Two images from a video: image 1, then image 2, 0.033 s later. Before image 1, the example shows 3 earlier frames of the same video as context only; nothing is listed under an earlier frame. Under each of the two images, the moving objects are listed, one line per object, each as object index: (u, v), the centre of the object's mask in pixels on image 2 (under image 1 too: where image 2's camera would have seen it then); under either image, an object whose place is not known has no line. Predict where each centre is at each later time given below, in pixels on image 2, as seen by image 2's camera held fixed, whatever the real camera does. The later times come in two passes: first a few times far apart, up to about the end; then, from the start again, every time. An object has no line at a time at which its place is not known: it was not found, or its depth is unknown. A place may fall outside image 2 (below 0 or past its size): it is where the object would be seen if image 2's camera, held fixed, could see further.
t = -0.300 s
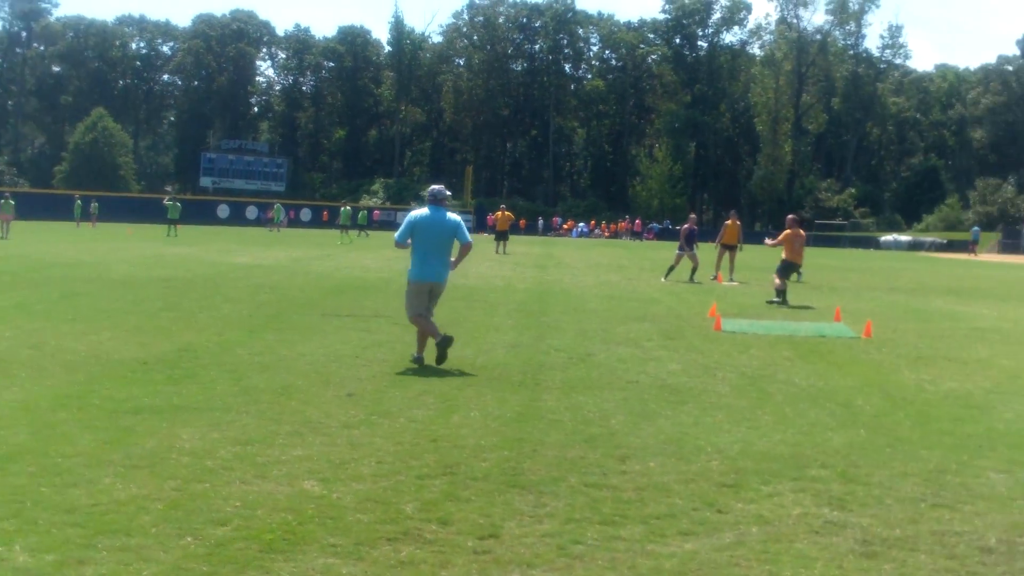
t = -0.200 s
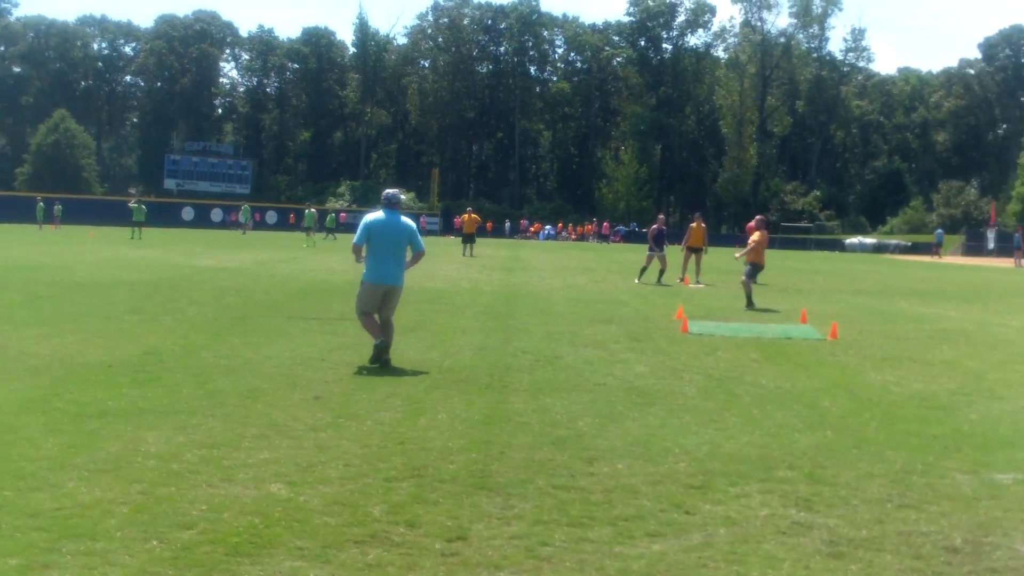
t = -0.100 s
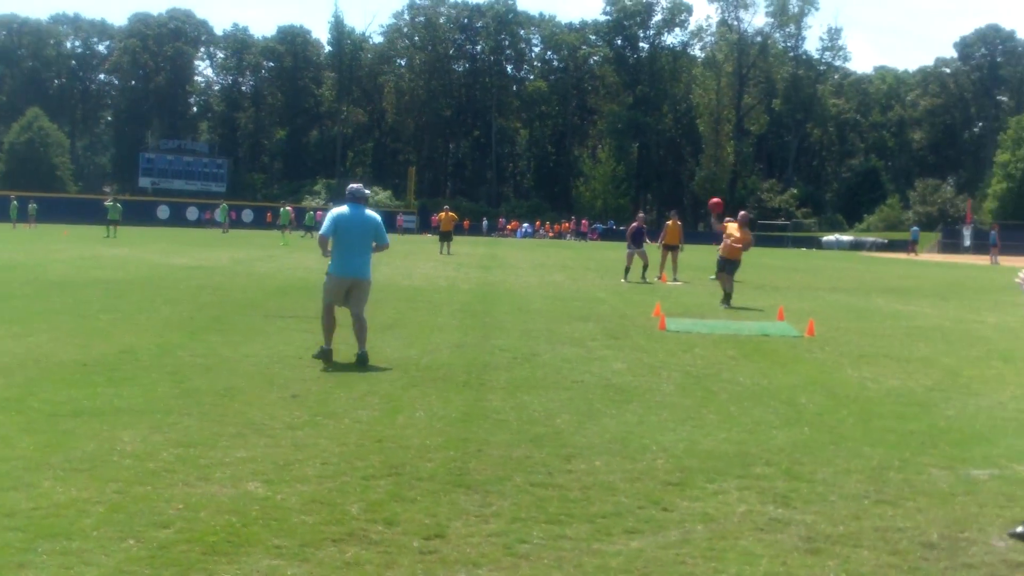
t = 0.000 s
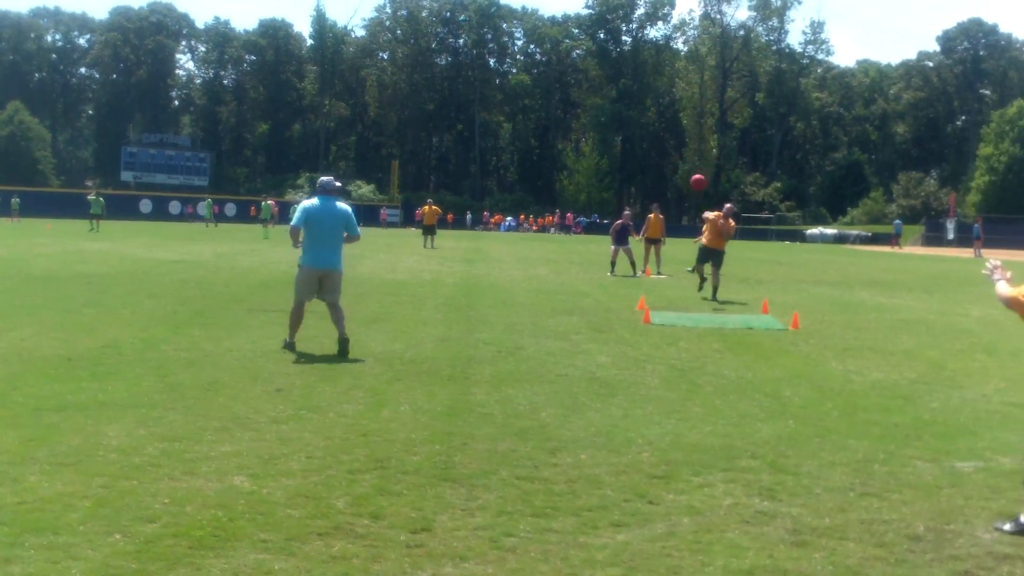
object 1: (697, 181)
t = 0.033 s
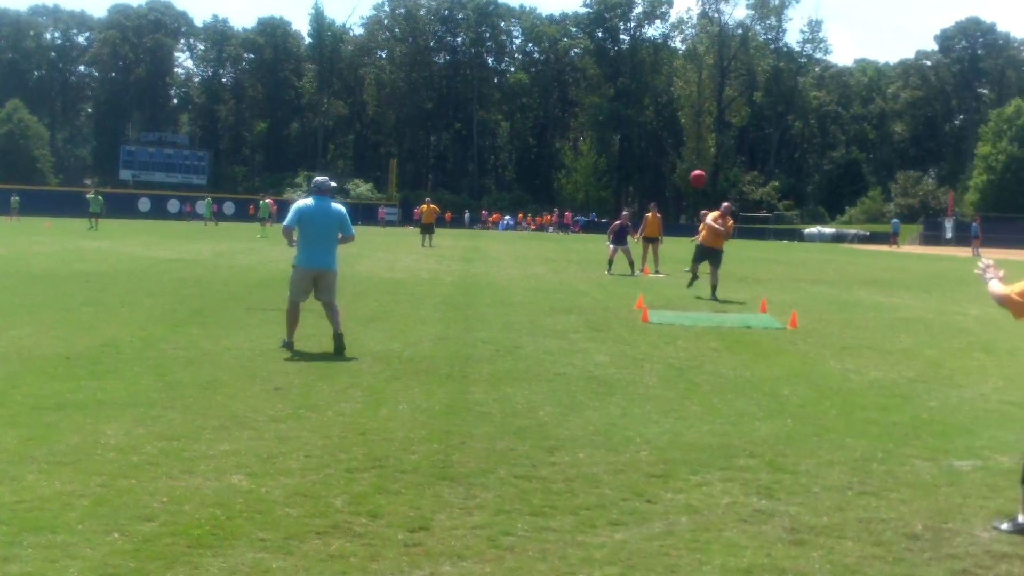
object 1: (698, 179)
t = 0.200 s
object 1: (705, 165)
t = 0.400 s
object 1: (707, 161)
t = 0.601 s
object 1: (705, 179)
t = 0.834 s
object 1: (692, 242)
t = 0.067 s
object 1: (699, 176)
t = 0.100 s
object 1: (701, 172)
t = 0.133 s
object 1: (703, 169)
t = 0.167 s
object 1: (704, 168)
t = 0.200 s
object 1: (705, 165)
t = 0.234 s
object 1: (707, 163)
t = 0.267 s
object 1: (707, 163)
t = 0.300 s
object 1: (708, 163)
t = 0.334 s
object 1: (708, 162)
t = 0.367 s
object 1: (707, 161)
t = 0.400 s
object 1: (707, 161)
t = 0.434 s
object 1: (707, 162)
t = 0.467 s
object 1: (707, 163)
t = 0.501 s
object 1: (707, 166)
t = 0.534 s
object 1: (706, 170)
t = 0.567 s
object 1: (706, 174)
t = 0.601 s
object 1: (705, 179)
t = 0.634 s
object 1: (705, 183)
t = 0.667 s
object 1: (703, 190)
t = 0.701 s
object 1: (701, 198)
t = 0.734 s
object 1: (699, 207)
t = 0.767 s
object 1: (697, 216)
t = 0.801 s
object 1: (695, 228)
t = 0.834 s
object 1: (692, 242)
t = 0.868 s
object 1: (689, 257)
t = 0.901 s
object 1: (686, 277)
